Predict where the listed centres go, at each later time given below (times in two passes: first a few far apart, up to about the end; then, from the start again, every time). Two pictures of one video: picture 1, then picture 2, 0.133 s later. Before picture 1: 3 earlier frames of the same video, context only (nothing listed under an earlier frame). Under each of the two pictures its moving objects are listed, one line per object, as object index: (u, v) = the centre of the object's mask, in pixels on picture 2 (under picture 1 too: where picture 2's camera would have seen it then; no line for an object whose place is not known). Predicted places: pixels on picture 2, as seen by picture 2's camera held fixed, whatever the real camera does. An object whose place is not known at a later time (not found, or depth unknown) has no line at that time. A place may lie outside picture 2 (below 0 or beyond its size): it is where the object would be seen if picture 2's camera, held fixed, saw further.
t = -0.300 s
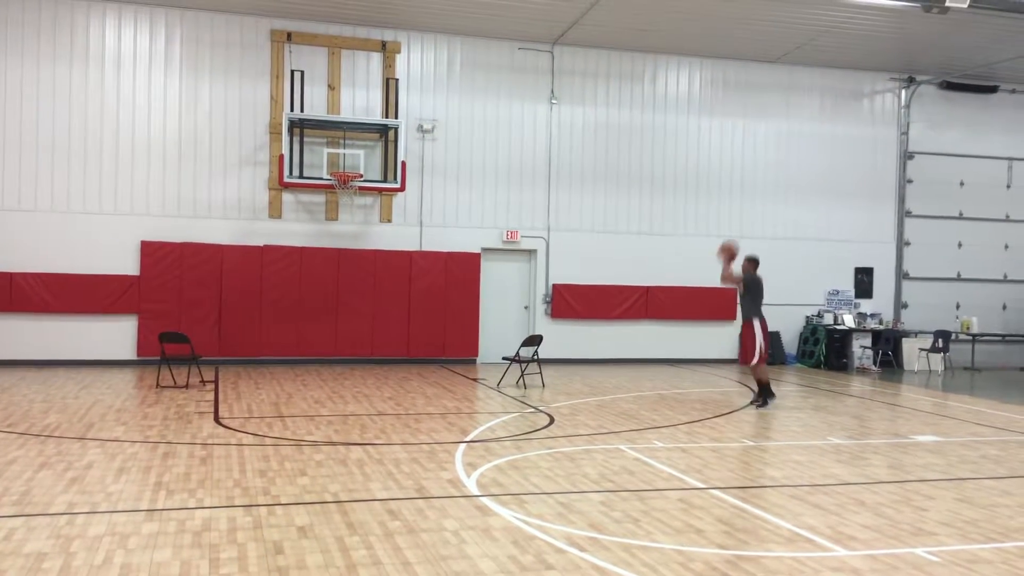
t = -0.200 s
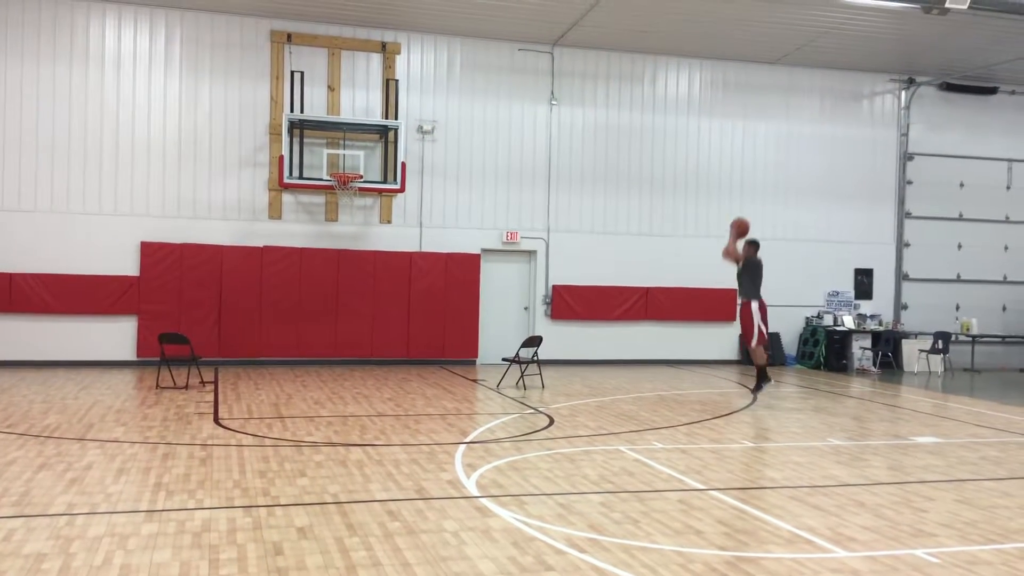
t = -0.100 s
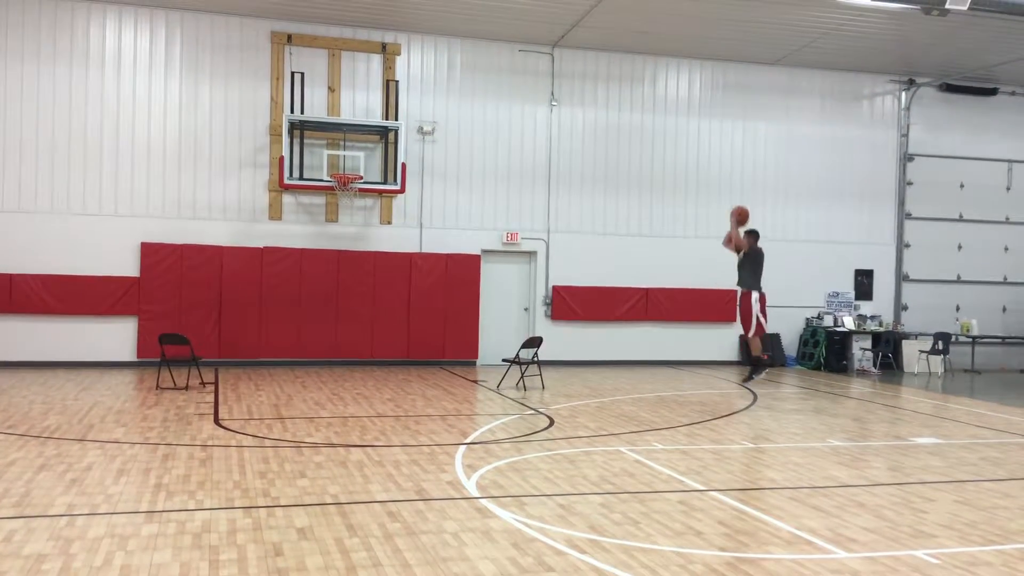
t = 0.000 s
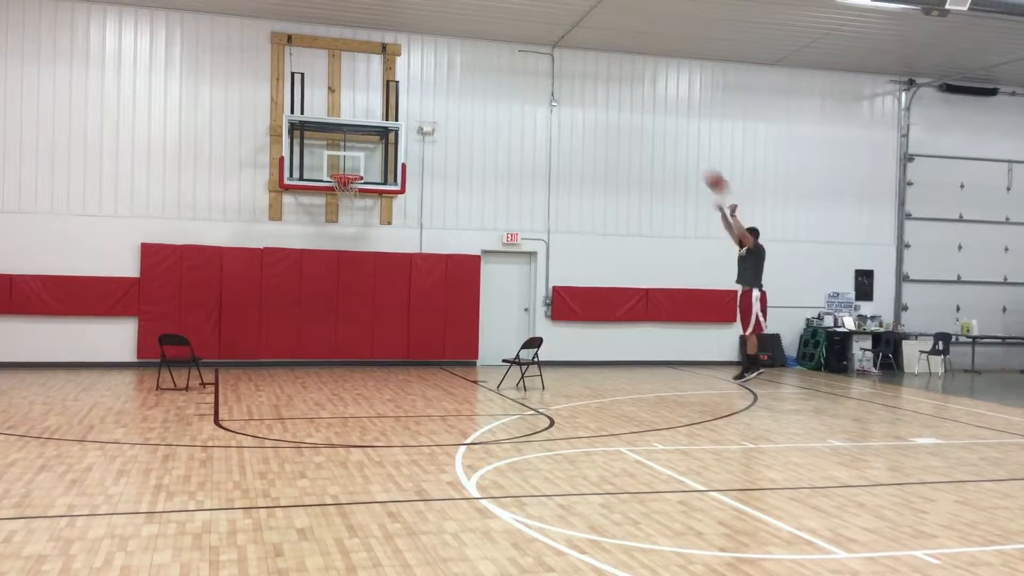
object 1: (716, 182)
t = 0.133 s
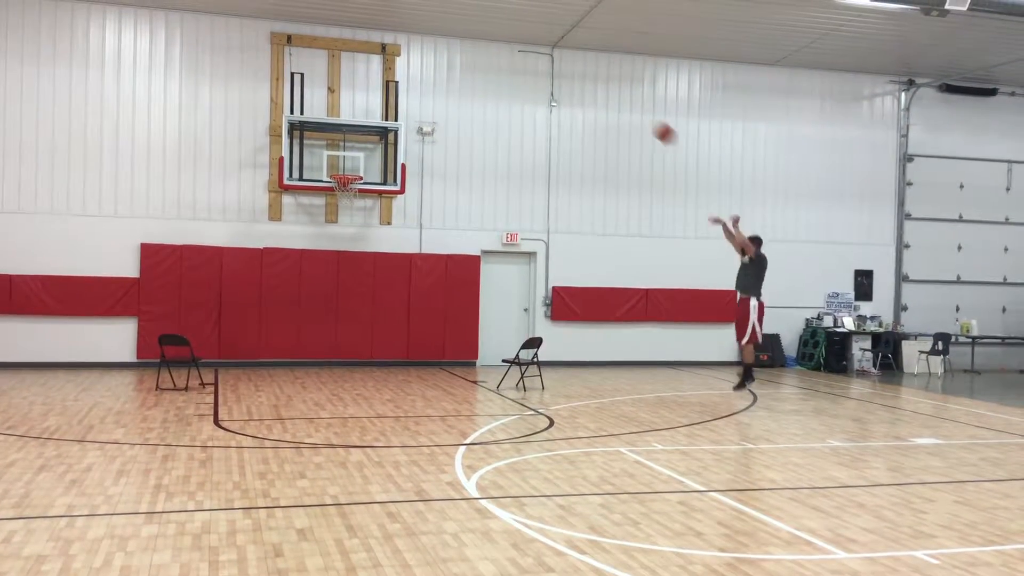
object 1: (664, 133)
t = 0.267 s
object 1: (616, 98)
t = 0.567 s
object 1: (512, 69)
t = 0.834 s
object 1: (429, 95)
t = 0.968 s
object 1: (388, 127)
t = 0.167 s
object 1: (652, 123)
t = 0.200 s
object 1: (640, 114)
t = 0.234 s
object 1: (628, 106)
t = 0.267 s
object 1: (616, 98)
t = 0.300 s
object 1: (604, 92)
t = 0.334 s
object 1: (592, 86)
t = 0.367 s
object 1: (581, 81)
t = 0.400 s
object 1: (568, 77)
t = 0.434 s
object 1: (557, 74)
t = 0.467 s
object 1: (546, 71)
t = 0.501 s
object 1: (534, 70)
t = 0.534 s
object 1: (523, 69)
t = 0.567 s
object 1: (512, 69)
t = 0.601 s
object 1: (501, 70)
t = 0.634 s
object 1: (491, 71)
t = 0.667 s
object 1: (481, 73)
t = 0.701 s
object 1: (470, 76)
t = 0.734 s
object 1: (459, 80)
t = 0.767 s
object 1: (449, 84)
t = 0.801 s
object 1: (439, 89)
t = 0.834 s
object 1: (429, 95)
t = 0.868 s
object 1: (419, 101)
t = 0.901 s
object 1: (409, 109)
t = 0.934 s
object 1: (400, 116)
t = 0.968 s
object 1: (388, 127)
